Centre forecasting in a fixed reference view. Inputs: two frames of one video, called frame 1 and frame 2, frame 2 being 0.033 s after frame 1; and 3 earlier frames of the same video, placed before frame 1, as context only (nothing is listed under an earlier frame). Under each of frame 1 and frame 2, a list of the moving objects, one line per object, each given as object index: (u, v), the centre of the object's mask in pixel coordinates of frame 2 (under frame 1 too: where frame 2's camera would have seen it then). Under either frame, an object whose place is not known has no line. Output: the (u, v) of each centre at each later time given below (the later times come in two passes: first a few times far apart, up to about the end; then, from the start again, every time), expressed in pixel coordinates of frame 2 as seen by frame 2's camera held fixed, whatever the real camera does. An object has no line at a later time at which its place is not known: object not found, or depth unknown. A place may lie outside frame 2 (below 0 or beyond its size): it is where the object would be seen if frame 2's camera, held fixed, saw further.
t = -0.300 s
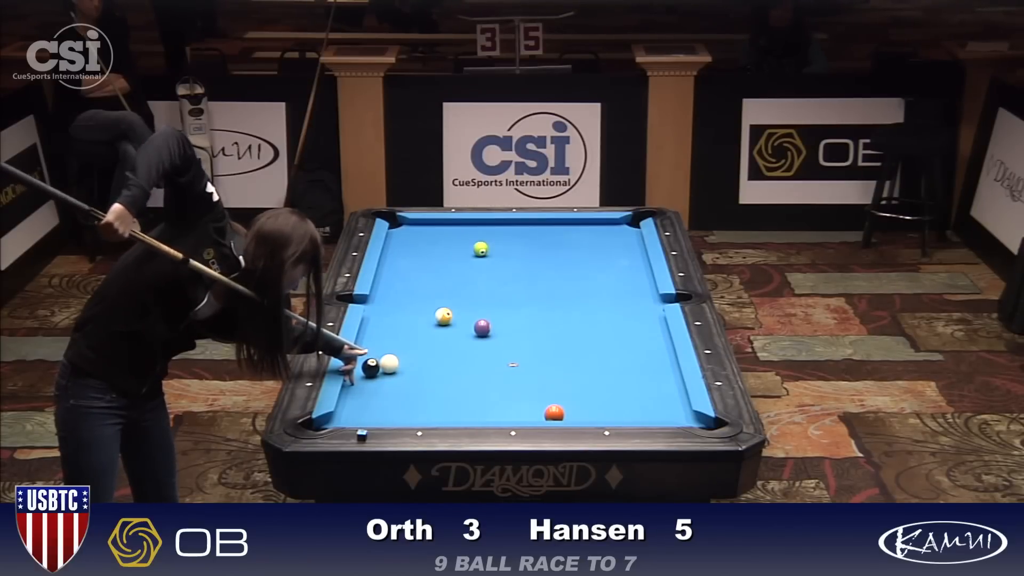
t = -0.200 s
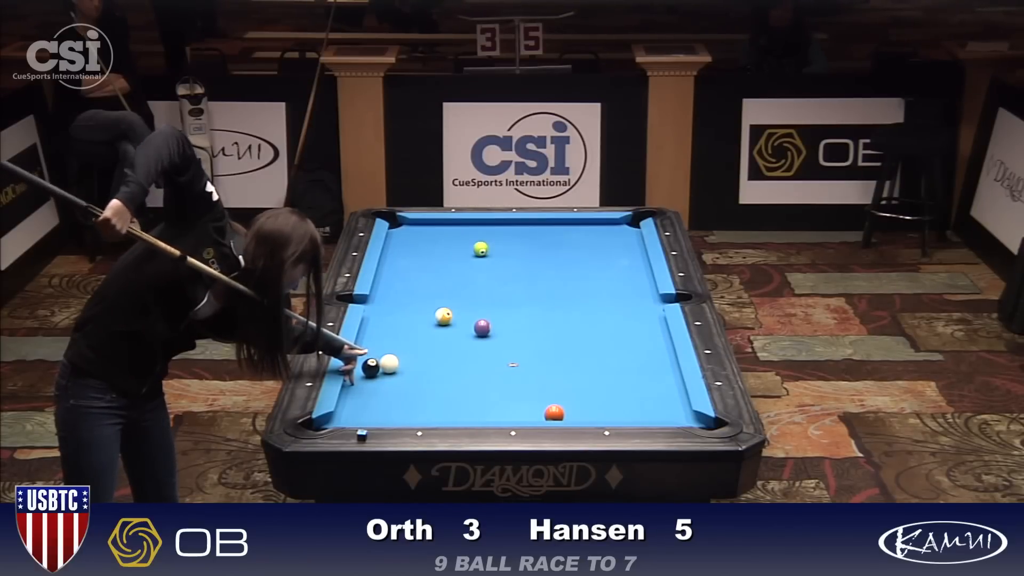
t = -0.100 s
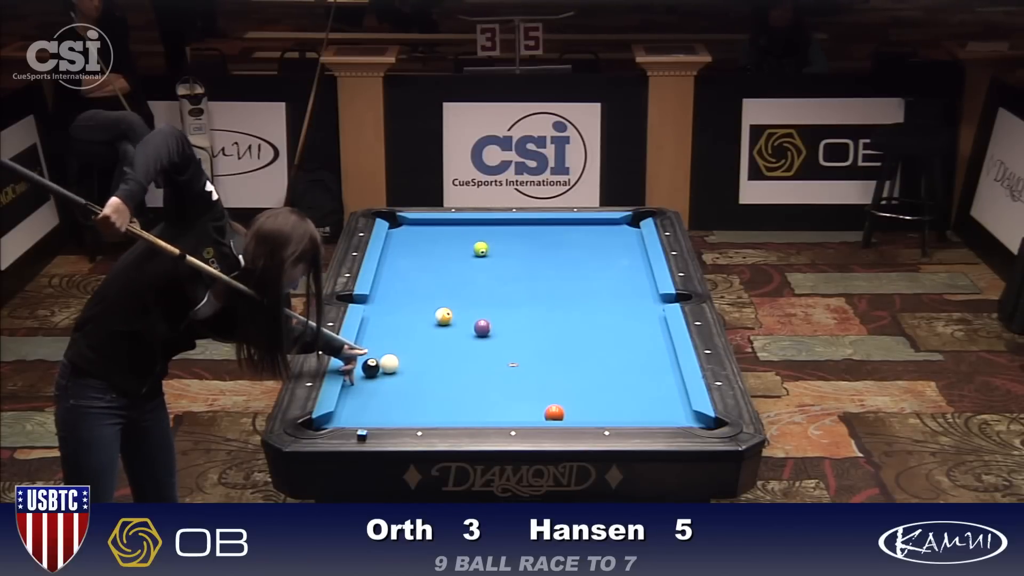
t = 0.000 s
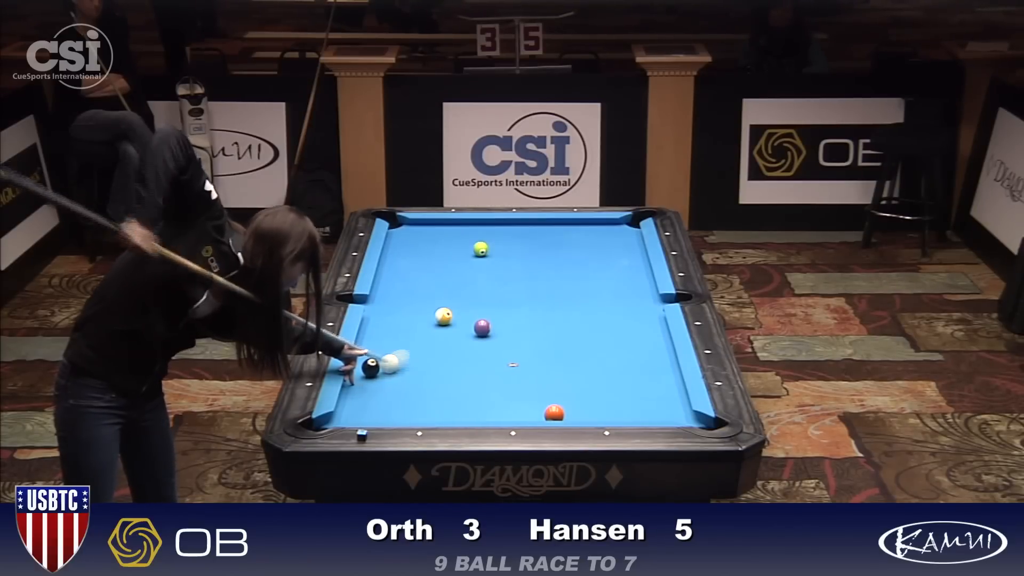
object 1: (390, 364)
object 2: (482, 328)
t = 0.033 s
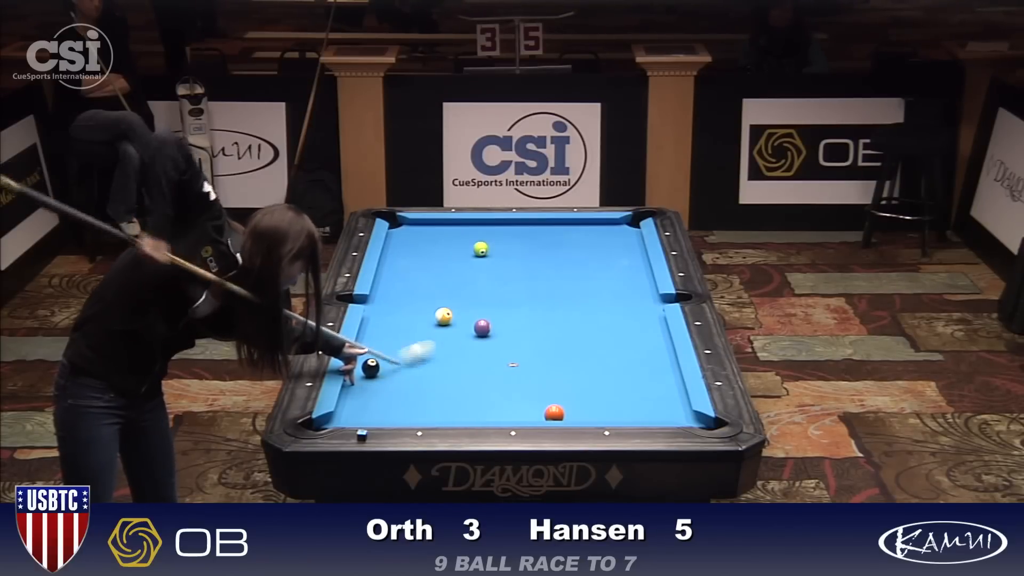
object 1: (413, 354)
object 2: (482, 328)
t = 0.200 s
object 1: (491, 335)
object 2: (520, 305)
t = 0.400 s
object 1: (523, 340)
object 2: (587, 265)
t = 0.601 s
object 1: (556, 345)
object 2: (635, 237)
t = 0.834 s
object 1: (594, 350)
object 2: (598, 225)
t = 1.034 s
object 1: (626, 355)
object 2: (574, 237)
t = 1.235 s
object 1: (658, 360)
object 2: (550, 247)
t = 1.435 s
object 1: (659, 364)
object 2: (526, 259)
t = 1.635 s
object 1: (642, 368)
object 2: (500, 270)
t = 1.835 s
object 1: (626, 372)
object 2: (474, 281)
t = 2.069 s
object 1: (607, 376)
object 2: (442, 294)
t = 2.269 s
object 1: (592, 380)
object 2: (414, 307)
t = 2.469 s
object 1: (577, 383)
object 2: (385, 320)
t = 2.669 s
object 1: (563, 387)
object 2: (372, 331)
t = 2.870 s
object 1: (549, 390)
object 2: (384, 342)
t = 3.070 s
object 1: (536, 393)
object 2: (395, 353)
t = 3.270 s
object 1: (524, 396)
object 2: (406, 363)
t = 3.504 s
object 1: (510, 399)
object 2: (419, 376)
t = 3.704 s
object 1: (499, 402)
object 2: (431, 387)
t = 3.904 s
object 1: (489, 405)
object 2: (442, 398)
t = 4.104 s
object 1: (479, 407)
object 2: (454, 409)
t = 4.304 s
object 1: (473, 408)
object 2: (463, 415)
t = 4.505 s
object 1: (467, 404)
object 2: (473, 415)
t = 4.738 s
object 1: (465, 402)
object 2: (483, 414)
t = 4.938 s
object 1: (463, 399)
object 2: (490, 414)
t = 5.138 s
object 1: (460, 397)
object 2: (495, 414)
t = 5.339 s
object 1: (459, 394)
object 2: (500, 414)
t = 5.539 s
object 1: (458, 393)
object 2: (504, 414)
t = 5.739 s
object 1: (457, 391)
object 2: (507, 414)
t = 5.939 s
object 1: (456, 390)
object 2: (510, 414)
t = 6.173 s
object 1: (455, 389)
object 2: (510, 414)
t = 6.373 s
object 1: (455, 389)
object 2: (510, 414)
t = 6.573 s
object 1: (455, 389)
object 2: (510, 414)
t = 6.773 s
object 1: (456, 389)
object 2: (510, 414)
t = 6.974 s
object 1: (456, 389)
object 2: (510, 414)
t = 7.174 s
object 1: (456, 389)
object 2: (510, 414)
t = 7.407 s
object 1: (456, 389)
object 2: (510, 414)
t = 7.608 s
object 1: (456, 389)
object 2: (510, 414)
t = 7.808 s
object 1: (456, 389)
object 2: (510, 414)
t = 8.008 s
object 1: (456, 389)
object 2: (510, 414)
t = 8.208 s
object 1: (456, 389)
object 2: (510, 414)
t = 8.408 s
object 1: (456, 389)
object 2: (510, 414)
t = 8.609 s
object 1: (456, 389)
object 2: (510, 414)
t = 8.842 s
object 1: (456, 389)
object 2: (510, 414)
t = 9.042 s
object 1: (456, 389)
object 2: (510, 414)
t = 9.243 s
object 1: (456, 389)
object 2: (510, 414)
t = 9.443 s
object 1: (456, 389)
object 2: (510, 414)
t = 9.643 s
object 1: (456, 389)
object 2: (510, 414)
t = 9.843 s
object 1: (456, 389)
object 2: (510, 414)
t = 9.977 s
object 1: (456, 389)
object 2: (510, 414)
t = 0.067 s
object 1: (437, 345)
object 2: (482, 328)
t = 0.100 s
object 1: (463, 336)
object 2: (484, 327)
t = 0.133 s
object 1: (478, 334)
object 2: (494, 321)
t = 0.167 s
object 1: (485, 334)
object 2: (508, 313)
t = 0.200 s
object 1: (491, 335)
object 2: (520, 305)
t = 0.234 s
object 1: (496, 336)
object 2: (534, 297)
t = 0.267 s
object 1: (502, 337)
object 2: (546, 290)
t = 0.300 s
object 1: (507, 338)
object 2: (557, 284)
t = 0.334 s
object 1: (513, 338)
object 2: (567, 277)
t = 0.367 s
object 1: (518, 339)
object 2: (577, 272)
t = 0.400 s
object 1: (523, 340)
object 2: (587, 265)
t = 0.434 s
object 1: (529, 341)
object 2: (597, 261)
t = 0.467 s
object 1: (534, 342)
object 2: (605, 256)
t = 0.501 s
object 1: (540, 343)
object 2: (613, 251)
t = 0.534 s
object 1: (545, 343)
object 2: (621, 246)
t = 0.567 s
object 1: (551, 344)
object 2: (629, 242)
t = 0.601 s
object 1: (556, 345)
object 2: (635, 237)
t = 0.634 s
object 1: (561, 346)
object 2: (631, 234)
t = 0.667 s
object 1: (567, 346)
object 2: (623, 231)
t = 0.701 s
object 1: (573, 348)
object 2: (617, 228)
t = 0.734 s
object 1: (578, 348)
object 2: (610, 225)
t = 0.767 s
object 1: (583, 349)
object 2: (605, 222)
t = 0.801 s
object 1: (588, 350)
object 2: (601, 223)
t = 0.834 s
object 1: (594, 350)
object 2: (598, 225)
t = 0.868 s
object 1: (599, 351)
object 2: (594, 227)
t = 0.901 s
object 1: (604, 352)
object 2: (590, 229)
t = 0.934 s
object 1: (610, 353)
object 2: (586, 231)
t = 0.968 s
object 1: (615, 354)
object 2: (582, 233)
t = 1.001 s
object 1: (621, 354)
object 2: (578, 235)
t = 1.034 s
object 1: (626, 355)
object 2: (574, 237)
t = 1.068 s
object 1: (631, 356)
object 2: (570, 238)
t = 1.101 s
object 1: (636, 357)
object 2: (566, 240)
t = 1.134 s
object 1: (642, 357)
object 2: (562, 242)
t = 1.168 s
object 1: (647, 358)
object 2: (558, 244)
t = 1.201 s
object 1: (652, 359)
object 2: (554, 245)
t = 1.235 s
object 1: (658, 360)
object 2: (550, 247)
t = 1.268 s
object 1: (663, 360)
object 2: (546, 249)
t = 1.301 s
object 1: (668, 361)
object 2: (543, 251)
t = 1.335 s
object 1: (668, 362)
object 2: (538, 253)
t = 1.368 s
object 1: (665, 362)
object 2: (534, 255)
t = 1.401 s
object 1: (662, 363)
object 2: (530, 256)
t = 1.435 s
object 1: (659, 364)
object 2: (526, 259)
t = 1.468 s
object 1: (656, 364)
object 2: (521, 260)
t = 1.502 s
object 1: (653, 365)
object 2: (517, 262)
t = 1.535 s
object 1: (650, 366)
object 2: (513, 264)
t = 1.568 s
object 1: (648, 367)
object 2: (509, 265)
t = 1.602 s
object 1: (645, 367)
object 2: (504, 268)
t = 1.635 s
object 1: (642, 368)
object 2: (500, 270)
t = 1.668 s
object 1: (639, 368)
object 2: (496, 271)
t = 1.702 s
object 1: (636, 369)
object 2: (491, 274)
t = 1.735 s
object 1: (634, 370)
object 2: (487, 275)
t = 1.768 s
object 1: (631, 370)
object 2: (483, 277)
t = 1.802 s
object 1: (628, 371)
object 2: (478, 279)
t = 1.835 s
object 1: (626, 372)
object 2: (474, 281)
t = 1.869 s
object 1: (623, 372)
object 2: (469, 283)
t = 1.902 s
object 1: (620, 373)
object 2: (465, 285)
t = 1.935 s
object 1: (618, 374)
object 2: (461, 287)
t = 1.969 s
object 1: (615, 374)
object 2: (456, 289)
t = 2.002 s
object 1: (612, 375)
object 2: (452, 291)
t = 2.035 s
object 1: (610, 375)
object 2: (447, 293)
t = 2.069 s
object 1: (607, 376)
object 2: (442, 294)
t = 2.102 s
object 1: (604, 377)
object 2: (437, 297)
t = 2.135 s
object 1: (602, 377)
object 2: (433, 299)
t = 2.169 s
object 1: (599, 378)
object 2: (428, 301)
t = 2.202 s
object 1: (597, 378)
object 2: (424, 303)
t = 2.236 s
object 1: (594, 379)
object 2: (419, 305)
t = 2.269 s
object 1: (592, 380)
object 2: (414, 307)
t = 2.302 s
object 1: (589, 380)
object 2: (409, 309)
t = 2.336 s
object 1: (587, 381)
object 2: (404, 311)
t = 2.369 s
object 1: (584, 382)
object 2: (400, 313)
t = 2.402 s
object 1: (582, 382)
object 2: (395, 315)
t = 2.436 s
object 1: (580, 383)
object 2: (390, 318)
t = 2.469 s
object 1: (577, 383)
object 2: (385, 320)
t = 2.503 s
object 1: (575, 384)
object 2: (380, 322)
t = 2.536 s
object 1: (573, 385)
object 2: (376, 324)
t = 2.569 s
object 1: (570, 385)
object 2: (371, 326)
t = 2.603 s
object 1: (568, 386)
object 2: (368, 328)
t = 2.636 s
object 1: (566, 386)
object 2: (370, 330)
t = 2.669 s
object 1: (563, 387)
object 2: (372, 331)
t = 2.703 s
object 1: (561, 387)
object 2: (374, 333)
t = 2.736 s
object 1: (559, 388)
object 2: (376, 335)
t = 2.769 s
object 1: (556, 389)
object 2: (378, 336)
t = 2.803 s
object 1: (554, 389)
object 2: (380, 338)
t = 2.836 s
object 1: (552, 390)
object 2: (382, 340)
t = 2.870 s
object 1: (549, 390)
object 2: (384, 342)
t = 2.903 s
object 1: (547, 391)
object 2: (386, 344)
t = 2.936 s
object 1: (545, 391)
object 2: (387, 346)
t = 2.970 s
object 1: (543, 392)
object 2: (389, 347)
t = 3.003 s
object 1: (541, 392)
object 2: (391, 349)
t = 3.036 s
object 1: (538, 393)
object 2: (393, 351)
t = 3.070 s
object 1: (536, 393)
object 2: (395, 353)
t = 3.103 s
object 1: (534, 394)
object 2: (397, 354)
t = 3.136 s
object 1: (532, 394)
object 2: (399, 356)
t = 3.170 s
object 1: (530, 395)
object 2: (401, 358)
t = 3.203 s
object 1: (528, 395)
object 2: (403, 360)
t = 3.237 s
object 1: (526, 396)
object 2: (404, 361)
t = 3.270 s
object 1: (524, 396)
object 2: (406, 363)
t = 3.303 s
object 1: (522, 397)
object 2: (408, 365)
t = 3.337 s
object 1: (520, 397)
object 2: (410, 367)
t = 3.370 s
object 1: (518, 397)
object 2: (412, 369)
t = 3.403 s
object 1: (516, 398)
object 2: (414, 371)
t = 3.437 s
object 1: (514, 398)
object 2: (416, 373)
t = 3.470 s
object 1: (512, 399)
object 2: (418, 374)
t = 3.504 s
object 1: (510, 399)
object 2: (419, 376)
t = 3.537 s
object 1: (508, 400)
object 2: (422, 378)
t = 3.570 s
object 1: (506, 400)
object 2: (423, 380)
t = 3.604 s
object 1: (504, 401)
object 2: (425, 382)
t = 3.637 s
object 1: (502, 401)
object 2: (427, 383)
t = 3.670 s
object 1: (501, 402)
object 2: (429, 385)
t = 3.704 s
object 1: (499, 402)
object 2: (431, 387)
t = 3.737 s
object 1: (497, 403)
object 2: (433, 389)
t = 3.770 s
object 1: (495, 403)
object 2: (435, 391)
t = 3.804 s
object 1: (494, 403)
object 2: (436, 392)
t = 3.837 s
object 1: (492, 404)
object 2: (439, 394)
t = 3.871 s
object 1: (490, 404)
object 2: (441, 396)
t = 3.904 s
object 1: (489, 405)
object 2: (442, 398)
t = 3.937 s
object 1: (487, 405)
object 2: (444, 400)
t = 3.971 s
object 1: (485, 406)
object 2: (446, 402)
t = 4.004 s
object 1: (483, 406)
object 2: (448, 404)
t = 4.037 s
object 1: (482, 406)
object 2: (450, 405)
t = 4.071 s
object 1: (480, 407)
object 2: (452, 407)
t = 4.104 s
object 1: (479, 407)
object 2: (454, 409)
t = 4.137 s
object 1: (477, 407)
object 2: (456, 410)
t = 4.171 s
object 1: (476, 408)
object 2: (458, 411)
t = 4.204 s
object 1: (475, 408)
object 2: (459, 413)
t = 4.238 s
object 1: (475, 408)
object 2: (460, 414)
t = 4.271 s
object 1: (474, 408)
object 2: (461, 415)
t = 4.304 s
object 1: (473, 408)
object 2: (463, 415)
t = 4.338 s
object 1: (472, 406)
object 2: (466, 415)
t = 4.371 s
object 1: (470, 405)
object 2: (468, 415)
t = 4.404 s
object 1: (469, 404)
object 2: (469, 415)
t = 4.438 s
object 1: (468, 404)
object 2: (471, 415)
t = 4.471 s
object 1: (467, 404)
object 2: (472, 415)
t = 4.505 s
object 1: (467, 404)
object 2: (473, 415)
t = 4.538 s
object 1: (467, 404)
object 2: (475, 415)
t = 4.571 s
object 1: (466, 404)
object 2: (476, 414)
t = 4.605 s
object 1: (466, 404)
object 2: (478, 414)
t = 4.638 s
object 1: (466, 404)
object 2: (479, 414)
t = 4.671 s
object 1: (465, 403)
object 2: (480, 414)
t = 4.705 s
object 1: (465, 403)
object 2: (482, 414)
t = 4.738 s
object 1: (465, 402)
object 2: (483, 414)
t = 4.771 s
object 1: (464, 402)
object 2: (484, 414)
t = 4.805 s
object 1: (464, 401)
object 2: (485, 414)
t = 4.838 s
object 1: (464, 400)
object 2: (486, 414)
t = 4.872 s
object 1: (464, 400)
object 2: (487, 414)
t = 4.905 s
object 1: (463, 400)
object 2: (489, 414)
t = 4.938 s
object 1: (463, 399)
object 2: (490, 414)
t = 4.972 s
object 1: (462, 399)
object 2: (491, 414)
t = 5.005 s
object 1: (462, 398)
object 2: (492, 414)
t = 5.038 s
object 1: (462, 398)
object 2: (493, 414)
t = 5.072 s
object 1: (461, 397)
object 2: (494, 414)
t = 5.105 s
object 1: (461, 397)
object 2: (495, 414)
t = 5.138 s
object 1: (460, 397)
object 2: (495, 414)
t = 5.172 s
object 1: (460, 396)
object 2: (496, 414)
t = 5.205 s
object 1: (460, 396)
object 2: (497, 414)
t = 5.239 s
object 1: (459, 395)
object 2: (498, 414)
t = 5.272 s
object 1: (459, 395)
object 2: (499, 414)
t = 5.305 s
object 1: (459, 395)
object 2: (499, 414)
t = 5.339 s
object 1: (459, 394)
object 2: (500, 414)
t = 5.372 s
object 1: (458, 394)
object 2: (501, 414)
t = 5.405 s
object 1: (458, 394)
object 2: (501, 414)
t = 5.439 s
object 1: (458, 393)
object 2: (502, 414)
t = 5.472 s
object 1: (458, 393)
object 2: (503, 414)
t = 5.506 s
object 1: (458, 393)
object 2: (503, 414)
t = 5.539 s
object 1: (458, 393)
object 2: (504, 414)
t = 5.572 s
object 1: (457, 392)
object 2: (504, 414)
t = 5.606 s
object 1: (457, 392)
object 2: (505, 414)
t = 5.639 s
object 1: (457, 392)
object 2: (506, 414)
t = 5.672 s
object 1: (457, 391)
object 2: (506, 414)
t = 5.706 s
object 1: (457, 391)
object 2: (507, 414)
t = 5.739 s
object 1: (457, 391)
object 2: (507, 414)
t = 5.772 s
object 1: (457, 391)
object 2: (508, 414)
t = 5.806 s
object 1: (457, 390)
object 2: (508, 414)
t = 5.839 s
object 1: (456, 390)
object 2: (508, 414)
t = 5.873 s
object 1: (456, 390)
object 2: (509, 414)
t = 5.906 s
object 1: (456, 390)
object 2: (509, 414)
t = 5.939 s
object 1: (456, 390)
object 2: (510, 414)
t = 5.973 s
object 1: (456, 390)
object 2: (510, 414)
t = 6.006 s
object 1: (456, 389)
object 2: (510, 414)
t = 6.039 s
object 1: (456, 389)
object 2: (510, 414)
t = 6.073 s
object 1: (456, 389)
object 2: (510, 414)
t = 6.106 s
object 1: (455, 389)
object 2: (510, 414)
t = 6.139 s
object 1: (455, 389)
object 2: (510, 414)
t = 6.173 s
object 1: (455, 389)
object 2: (510, 414)
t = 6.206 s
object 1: (455, 389)
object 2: (510, 414)
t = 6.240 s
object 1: (455, 389)
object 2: (510, 414)
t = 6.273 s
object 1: (455, 389)
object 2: (510, 414)
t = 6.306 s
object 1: (455, 389)
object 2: (510, 414)
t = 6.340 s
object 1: (455, 389)
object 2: (510, 414)
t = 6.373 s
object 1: (455, 389)
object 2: (510, 414)
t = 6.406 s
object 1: (455, 389)
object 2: (510, 414)
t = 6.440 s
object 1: (455, 389)
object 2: (510, 414)
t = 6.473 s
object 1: (455, 389)
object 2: (510, 414)
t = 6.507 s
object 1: (455, 389)
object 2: (510, 414)
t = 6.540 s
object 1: (455, 389)
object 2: (510, 414)
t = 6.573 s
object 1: (455, 389)
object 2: (510, 414)
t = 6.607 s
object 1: (456, 389)
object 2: (510, 414)
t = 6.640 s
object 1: (456, 389)
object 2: (510, 414)
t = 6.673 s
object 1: (456, 389)
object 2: (510, 414)
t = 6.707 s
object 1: (456, 389)
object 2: (510, 414)
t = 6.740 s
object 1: (456, 389)
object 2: (510, 414)
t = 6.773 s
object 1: (456, 389)
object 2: (510, 414)
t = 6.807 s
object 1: (456, 389)
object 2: (510, 414)
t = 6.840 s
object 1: (456, 389)
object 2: (510, 414)
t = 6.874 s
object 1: (456, 389)
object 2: (510, 414)
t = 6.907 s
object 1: (456, 389)
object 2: (510, 414)
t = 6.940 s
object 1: (456, 389)
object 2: (510, 414)
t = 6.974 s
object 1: (456, 389)
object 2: (510, 414)
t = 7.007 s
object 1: (456, 389)
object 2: (510, 414)
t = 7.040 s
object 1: (456, 389)
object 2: (510, 414)
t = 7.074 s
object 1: (456, 389)
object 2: (510, 414)
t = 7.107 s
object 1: (456, 389)
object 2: (510, 414)
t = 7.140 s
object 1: (456, 389)
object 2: (510, 414)
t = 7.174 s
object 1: (456, 389)
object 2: (510, 414)
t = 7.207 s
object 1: (456, 389)
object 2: (510, 414)
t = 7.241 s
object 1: (456, 389)
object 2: (510, 414)
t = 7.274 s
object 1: (456, 389)
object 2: (510, 414)
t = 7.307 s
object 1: (456, 389)
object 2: (510, 414)
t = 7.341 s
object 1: (456, 389)
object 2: (510, 414)
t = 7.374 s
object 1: (456, 389)
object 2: (510, 414)
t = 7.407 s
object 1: (456, 389)
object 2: (510, 414)
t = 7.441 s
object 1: (456, 389)
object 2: (510, 414)
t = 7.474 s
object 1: (456, 389)
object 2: (510, 414)
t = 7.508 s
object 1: (456, 389)
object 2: (510, 414)
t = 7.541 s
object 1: (456, 389)
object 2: (510, 414)
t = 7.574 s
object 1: (456, 389)
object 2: (510, 414)
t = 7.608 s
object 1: (456, 389)
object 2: (510, 414)
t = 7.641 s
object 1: (456, 389)
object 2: (510, 414)
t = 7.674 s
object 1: (456, 389)
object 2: (510, 414)
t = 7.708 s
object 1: (456, 389)
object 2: (510, 414)
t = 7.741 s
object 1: (456, 389)
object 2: (510, 414)
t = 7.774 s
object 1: (456, 389)
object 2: (510, 414)
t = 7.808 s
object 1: (456, 389)
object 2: (510, 414)
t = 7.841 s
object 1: (456, 389)
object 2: (510, 414)
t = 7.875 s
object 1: (456, 389)
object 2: (510, 414)
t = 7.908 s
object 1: (456, 389)
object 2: (510, 414)
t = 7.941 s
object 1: (456, 389)
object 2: (510, 414)
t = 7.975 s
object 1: (456, 389)
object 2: (510, 414)
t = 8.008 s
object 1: (456, 389)
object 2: (510, 414)
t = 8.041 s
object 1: (456, 389)
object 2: (510, 414)
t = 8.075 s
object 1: (456, 389)
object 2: (510, 414)
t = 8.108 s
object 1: (456, 389)
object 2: (510, 414)
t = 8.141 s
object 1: (456, 389)
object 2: (510, 414)
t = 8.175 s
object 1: (456, 389)
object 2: (510, 414)
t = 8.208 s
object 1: (456, 389)
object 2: (510, 414)
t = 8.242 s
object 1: (456, 389)
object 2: (510, 414)
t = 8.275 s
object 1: (456, 389)
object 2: (510, 414)
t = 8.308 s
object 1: (456, 389)
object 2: (510, 414)
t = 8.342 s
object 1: (456, 389)
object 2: (510, 414)
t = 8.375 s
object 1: (456, 389)
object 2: (510, 414)
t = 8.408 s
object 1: (456, 389)
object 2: (510, 414)
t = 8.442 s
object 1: (456, 389)
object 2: (510, 414)
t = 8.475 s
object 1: (456, 389)
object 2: (510, 414)
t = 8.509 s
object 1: (456, 389)
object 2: (510, 414)
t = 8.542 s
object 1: (456, 389)
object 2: (510, 414)
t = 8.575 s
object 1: (456, 389)
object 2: (510, 414)
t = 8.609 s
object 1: (456, 389)
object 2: (510, 414)
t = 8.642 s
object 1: (456, 389)
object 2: (510, 414)
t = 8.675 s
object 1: (456, 389)
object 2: (510, 414)
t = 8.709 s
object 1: (456, 389)
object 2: (510, 414)
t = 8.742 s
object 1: (456, 389)
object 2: (510, 414)
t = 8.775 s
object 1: (456, 389)
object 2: (510, 414)
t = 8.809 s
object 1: (456, 389)
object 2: (510, 414)
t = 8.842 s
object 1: (456, 389)
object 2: (510, 414)
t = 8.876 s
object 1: (456, 389)
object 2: (510, 414)
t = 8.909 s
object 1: (456, 389)
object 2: (510, 414)
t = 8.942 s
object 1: (456, 389)
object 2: (510, 414)
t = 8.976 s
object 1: (456, 389)
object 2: (510, 414)
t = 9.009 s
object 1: (456, 389)
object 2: (510, 414)
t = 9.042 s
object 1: (456, 389)
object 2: (510, 414)
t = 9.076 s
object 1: (456, 389)
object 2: (510, 414)
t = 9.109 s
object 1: (456, 389)
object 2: (510, 414)
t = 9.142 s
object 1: (456, 389)
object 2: (510, 414)
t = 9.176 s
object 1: (456, 389)
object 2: (510, 414)
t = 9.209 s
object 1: (456, 389)
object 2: (510, 414)
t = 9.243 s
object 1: (456, 389)
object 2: (510, 414)
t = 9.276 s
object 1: (456, 389)
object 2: (510, 414)
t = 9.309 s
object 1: (456, 389)
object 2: (510, 414)
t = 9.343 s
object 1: (456, 389)
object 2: (510, 414)
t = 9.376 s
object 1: (456, 389)
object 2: (510, 414)
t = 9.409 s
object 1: (456, 389)
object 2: (510, 414)
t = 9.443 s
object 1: (456, 389)
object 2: (510, 414)
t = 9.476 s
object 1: (456, 389)
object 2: (510, 414)
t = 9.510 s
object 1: (456, 389)
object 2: (510, 414)
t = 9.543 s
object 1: (456, 389)
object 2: (510, 414)
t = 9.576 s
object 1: (456, 389)
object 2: (510, 414)
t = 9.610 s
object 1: (456, 389)
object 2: (510, 414)
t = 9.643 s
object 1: (456, 389)
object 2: (510, 414)
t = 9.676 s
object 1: (456, 389)
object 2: (510, 414)
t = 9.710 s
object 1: (456, 389)
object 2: (510, 414)
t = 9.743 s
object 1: (456, 389)
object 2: (510, 414)
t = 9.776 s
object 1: (456, 389)
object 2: (510, 414)
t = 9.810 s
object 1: (456, 389)
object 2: (510, 414)
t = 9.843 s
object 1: (456, 389)
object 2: (510, 414)
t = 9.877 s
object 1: (456, 389)
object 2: (510, 414)
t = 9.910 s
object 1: (456, 389)
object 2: (510, 414)
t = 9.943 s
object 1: (456, 389)
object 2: (510, 414)
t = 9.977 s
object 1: (456, 389)
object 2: (510, 414)
